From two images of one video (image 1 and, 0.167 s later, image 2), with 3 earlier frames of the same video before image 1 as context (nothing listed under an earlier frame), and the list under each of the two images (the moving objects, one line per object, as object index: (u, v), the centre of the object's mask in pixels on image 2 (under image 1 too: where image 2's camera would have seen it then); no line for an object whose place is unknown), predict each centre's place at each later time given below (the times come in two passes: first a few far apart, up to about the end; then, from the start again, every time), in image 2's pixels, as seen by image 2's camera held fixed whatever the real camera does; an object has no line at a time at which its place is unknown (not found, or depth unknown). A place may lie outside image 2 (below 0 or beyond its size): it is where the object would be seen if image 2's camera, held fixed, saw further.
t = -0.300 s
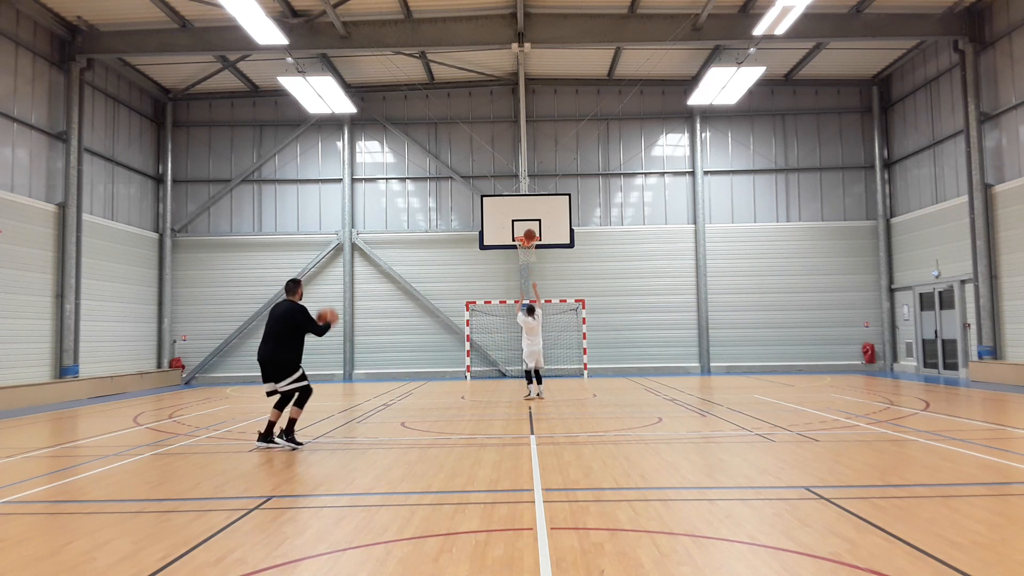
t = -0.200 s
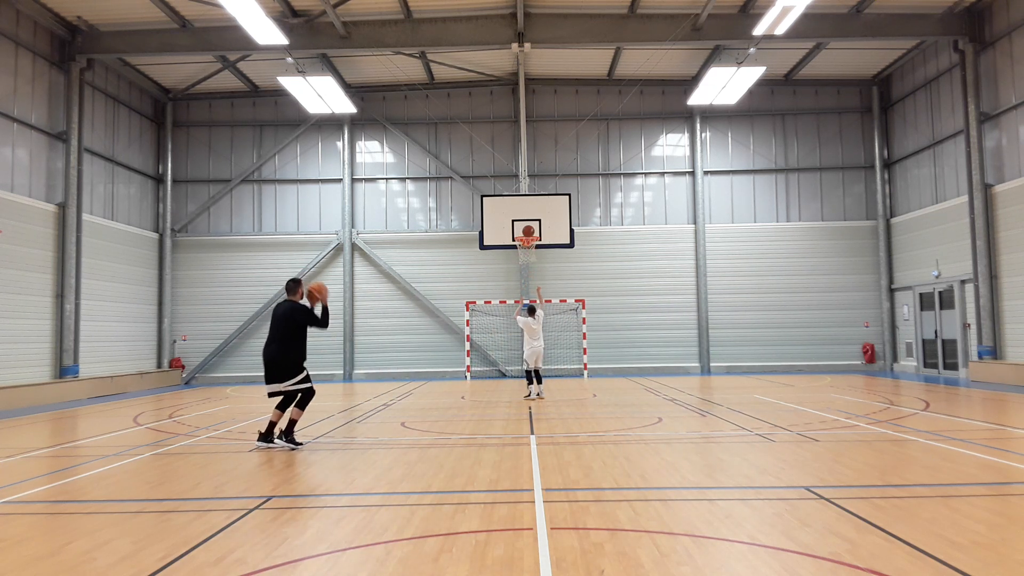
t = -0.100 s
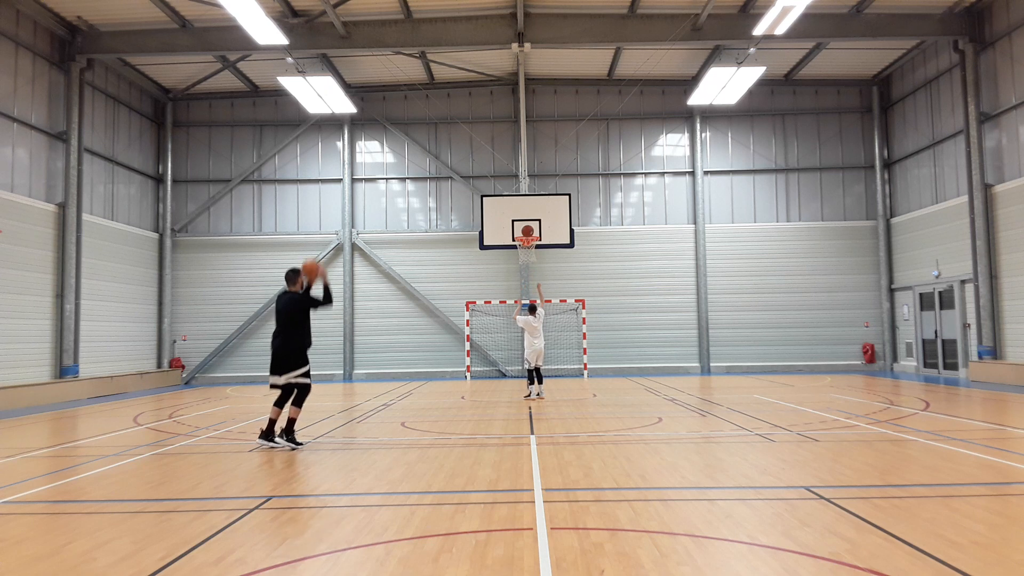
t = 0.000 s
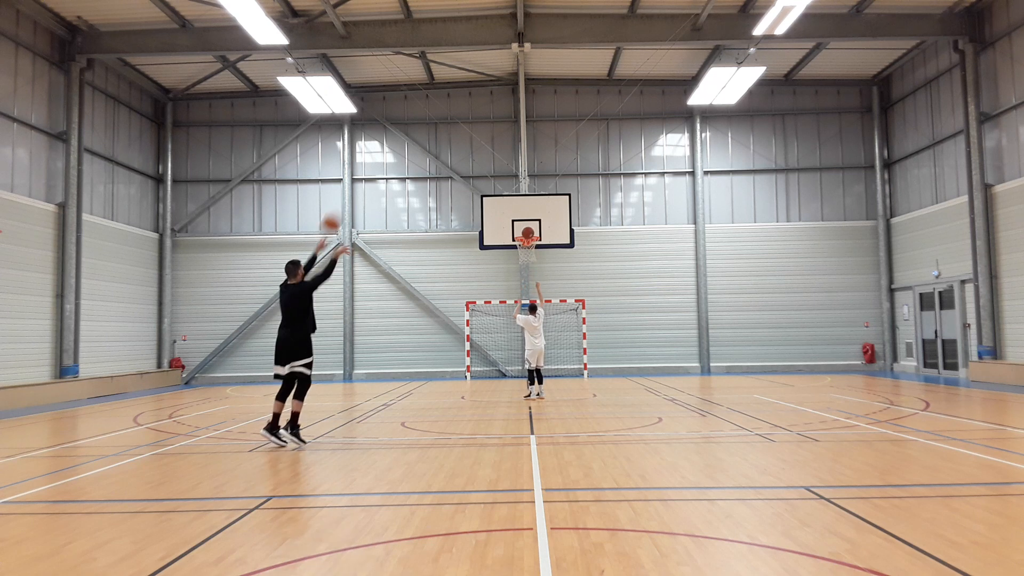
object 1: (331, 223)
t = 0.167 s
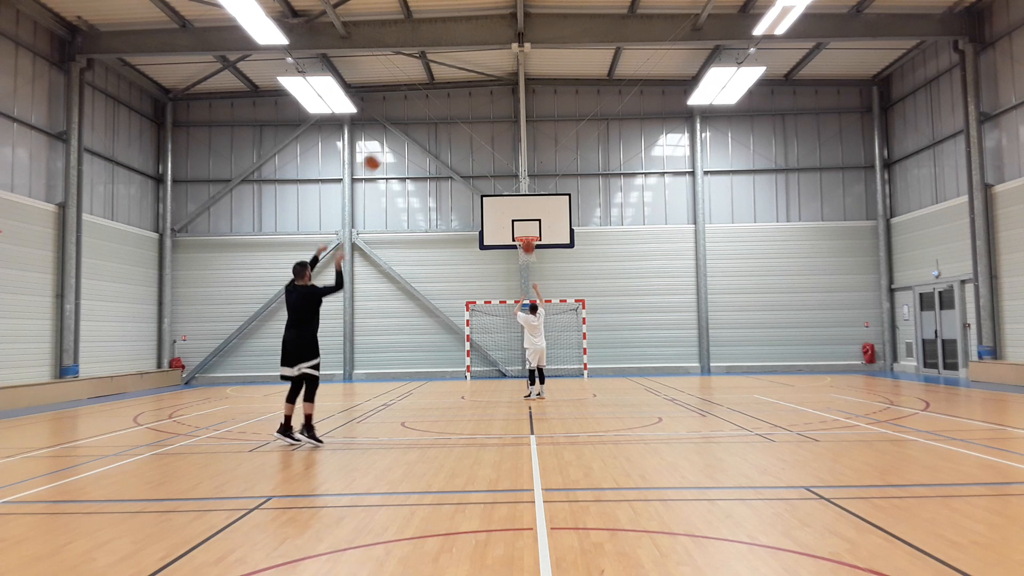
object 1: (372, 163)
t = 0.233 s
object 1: (387, 145)
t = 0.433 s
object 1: (423, 120)
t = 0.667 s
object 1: (460, 122)
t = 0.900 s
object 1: (492, 155)
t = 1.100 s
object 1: (514, 200)
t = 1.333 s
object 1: (535, 256)
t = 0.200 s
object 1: (379, 153)
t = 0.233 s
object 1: (387, 145)
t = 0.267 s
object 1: (393, 139)
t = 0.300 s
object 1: (399, 133)
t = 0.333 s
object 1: (406, 128)
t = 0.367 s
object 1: (411, 125)
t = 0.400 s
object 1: (417, 122)
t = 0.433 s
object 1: (423, 120)
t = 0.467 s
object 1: (429, 118)
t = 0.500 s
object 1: (435, 117)
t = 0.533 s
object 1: (440, 117)
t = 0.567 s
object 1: (445, 118)
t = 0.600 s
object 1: (450, 119)
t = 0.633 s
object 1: (455, 120)
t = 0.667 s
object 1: (460, 122)
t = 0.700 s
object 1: (465, 125)
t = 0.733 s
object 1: (469, 129)
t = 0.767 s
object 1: (474, 133)
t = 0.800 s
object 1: (478, 138)
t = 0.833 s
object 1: (483, 143)
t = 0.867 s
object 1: (488, 149)
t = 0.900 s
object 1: (492, 155)
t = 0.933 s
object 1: (496, 162)
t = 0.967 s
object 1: (500, 168)
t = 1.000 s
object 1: (504, 176)
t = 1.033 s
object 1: (508, 184)
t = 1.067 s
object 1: (511, 192)
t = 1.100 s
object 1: (514, 200)
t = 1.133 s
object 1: (519, 209)
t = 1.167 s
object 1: (522, 218)
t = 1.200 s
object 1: (526, 228)
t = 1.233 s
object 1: (529, 233)
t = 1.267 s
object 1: (533, 247)
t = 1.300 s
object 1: (534, 252)
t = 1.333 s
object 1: (535, 256)
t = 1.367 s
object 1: (535, 260)
